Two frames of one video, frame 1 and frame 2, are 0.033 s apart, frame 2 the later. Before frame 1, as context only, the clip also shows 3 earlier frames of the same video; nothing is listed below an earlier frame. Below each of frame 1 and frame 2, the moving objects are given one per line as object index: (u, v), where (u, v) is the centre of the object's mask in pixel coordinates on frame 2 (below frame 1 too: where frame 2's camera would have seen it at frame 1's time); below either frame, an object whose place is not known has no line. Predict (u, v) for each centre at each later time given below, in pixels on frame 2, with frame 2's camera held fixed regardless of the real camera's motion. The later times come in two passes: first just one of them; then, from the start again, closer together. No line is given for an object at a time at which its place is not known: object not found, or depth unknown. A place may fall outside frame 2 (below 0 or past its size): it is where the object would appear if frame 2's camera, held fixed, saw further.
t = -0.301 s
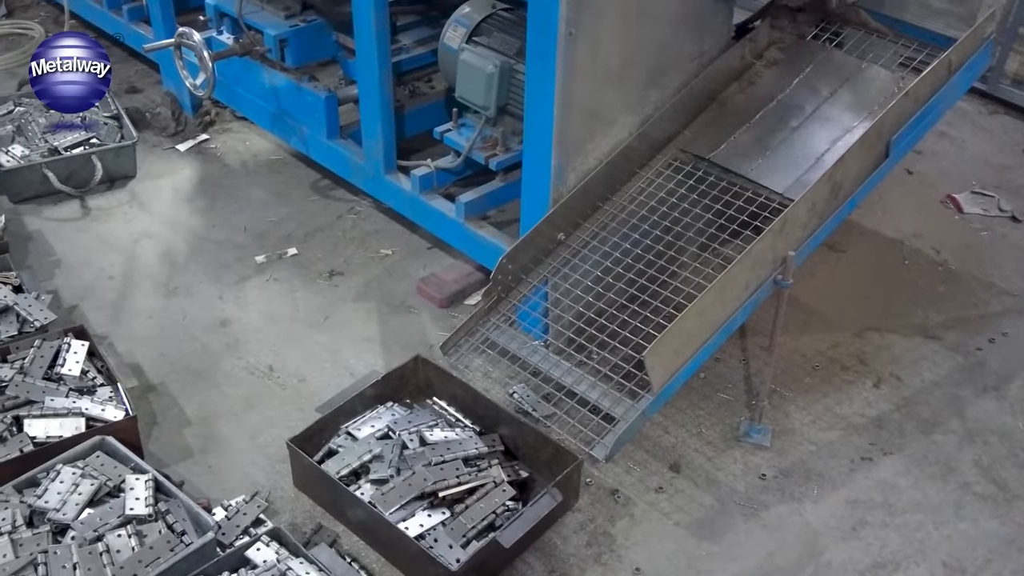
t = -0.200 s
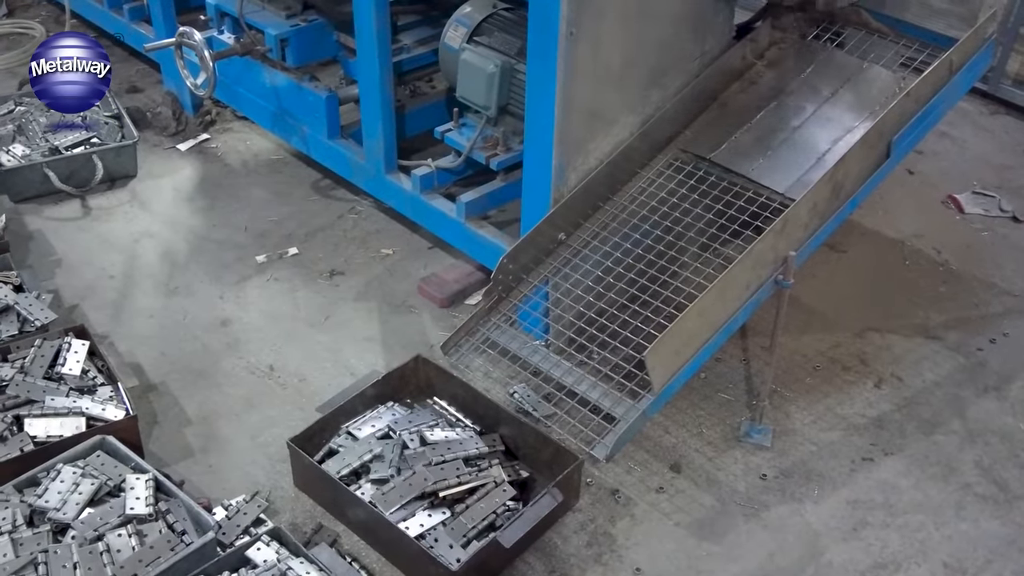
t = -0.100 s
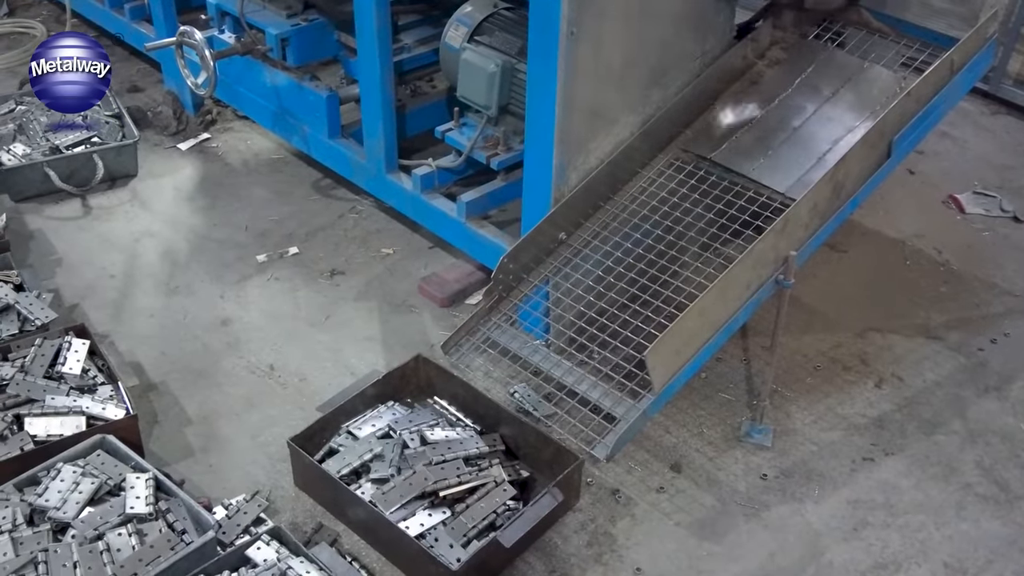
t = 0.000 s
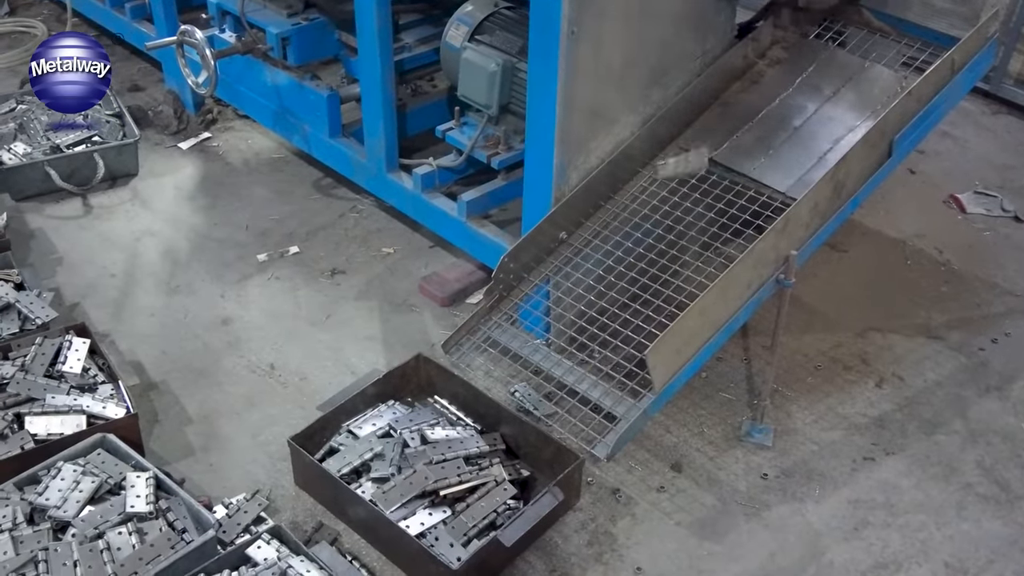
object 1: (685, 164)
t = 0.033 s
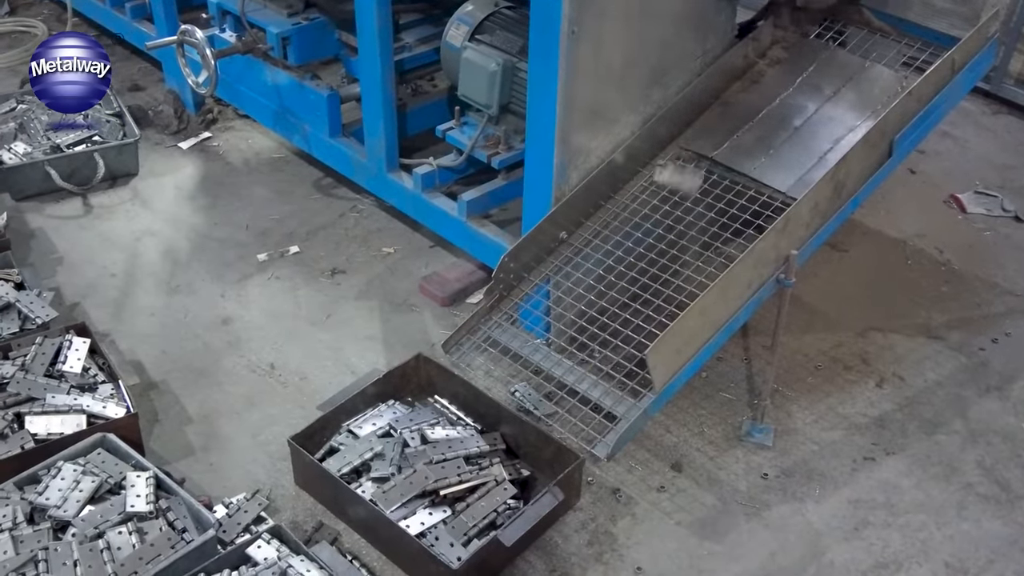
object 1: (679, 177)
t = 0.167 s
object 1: (650, 237)
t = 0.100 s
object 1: (665, 208)
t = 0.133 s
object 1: (659, 221)
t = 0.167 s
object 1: (650, 237)
